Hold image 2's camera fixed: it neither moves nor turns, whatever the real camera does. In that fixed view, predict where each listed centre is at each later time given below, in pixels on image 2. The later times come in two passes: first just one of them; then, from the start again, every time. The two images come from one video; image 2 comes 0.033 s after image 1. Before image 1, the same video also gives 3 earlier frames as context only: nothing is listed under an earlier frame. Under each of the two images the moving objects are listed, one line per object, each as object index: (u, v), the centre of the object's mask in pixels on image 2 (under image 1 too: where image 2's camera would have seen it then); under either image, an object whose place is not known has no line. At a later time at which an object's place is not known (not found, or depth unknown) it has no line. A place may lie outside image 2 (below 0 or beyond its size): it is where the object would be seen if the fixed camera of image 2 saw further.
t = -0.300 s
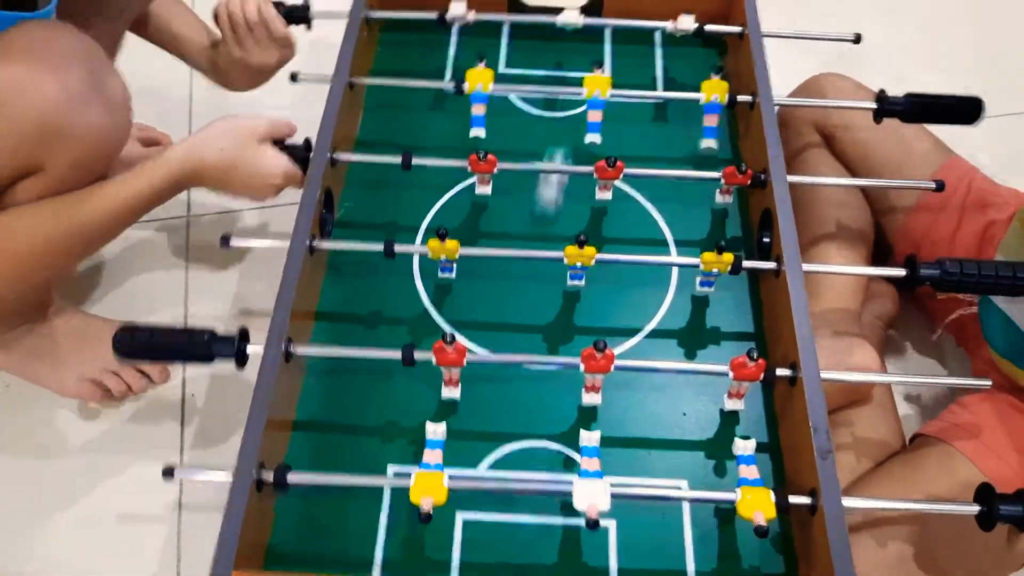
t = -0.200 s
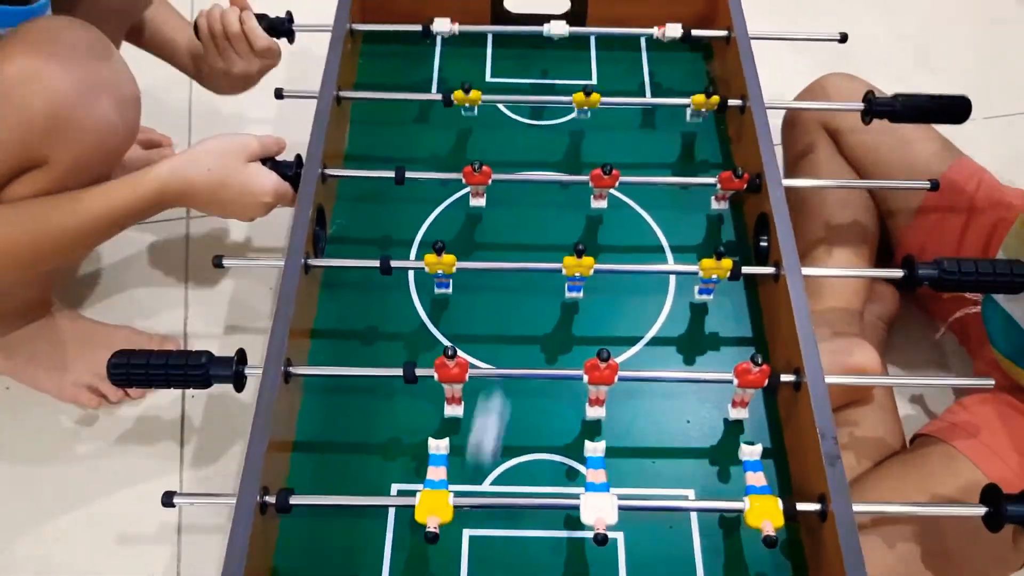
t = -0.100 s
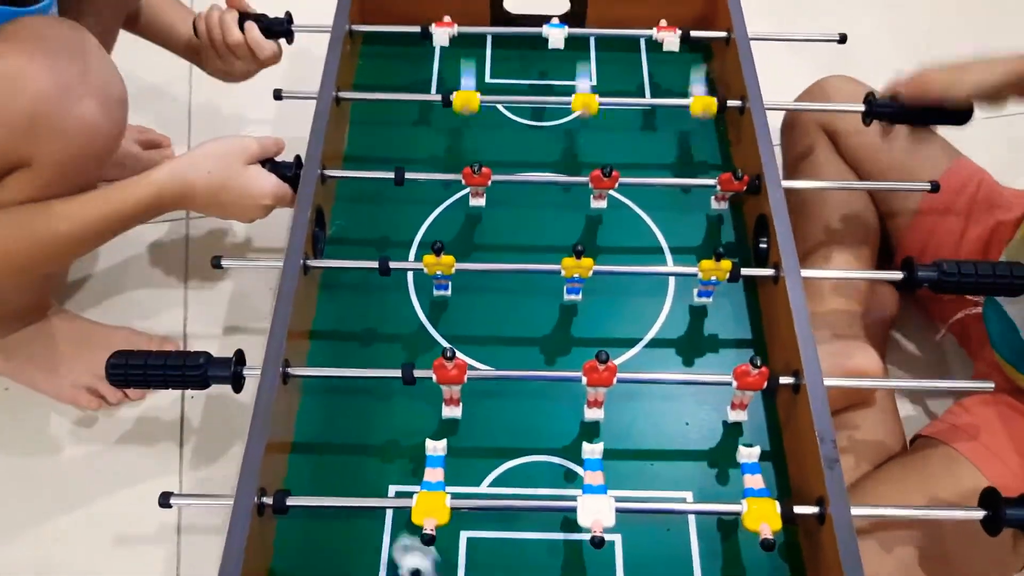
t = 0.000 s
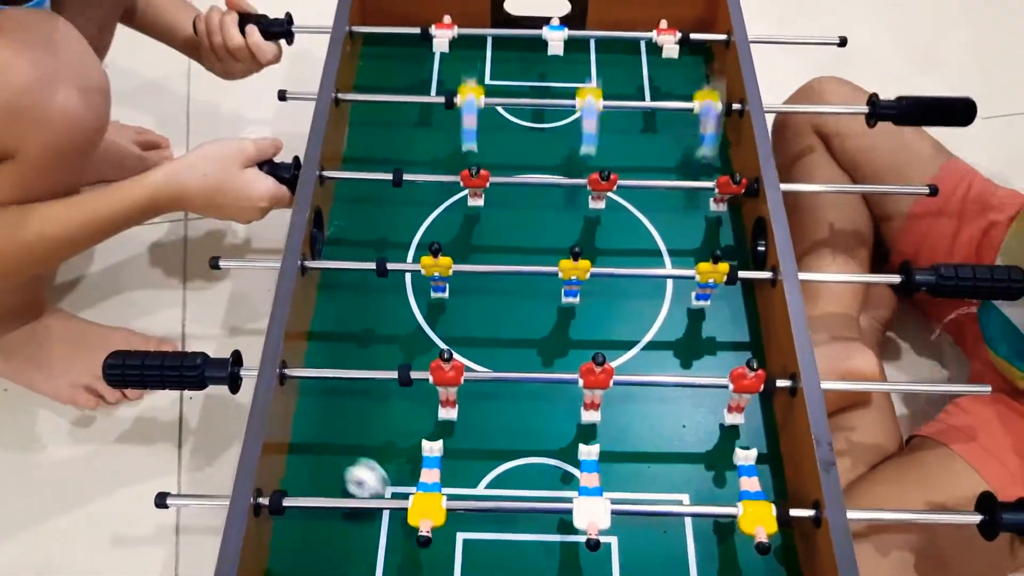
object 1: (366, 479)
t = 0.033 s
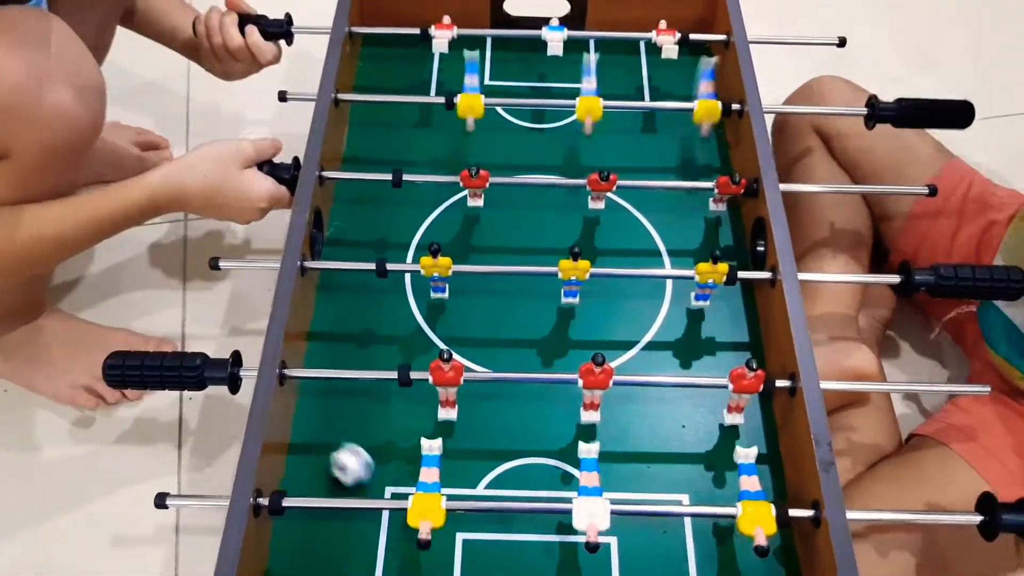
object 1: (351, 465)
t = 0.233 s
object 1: (330, 394)
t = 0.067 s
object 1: (337, 451)
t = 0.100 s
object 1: (324, 438)
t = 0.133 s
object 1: (311, 425)
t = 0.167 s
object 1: (316, 412)
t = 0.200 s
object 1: (323, 401)
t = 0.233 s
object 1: (330, 394)
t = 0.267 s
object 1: (339, 382)
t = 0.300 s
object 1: (348, 367)
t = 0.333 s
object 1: (355, 355)
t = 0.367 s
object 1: (363, 349)
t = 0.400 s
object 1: (370, 340)
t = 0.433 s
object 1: (377, 332)
